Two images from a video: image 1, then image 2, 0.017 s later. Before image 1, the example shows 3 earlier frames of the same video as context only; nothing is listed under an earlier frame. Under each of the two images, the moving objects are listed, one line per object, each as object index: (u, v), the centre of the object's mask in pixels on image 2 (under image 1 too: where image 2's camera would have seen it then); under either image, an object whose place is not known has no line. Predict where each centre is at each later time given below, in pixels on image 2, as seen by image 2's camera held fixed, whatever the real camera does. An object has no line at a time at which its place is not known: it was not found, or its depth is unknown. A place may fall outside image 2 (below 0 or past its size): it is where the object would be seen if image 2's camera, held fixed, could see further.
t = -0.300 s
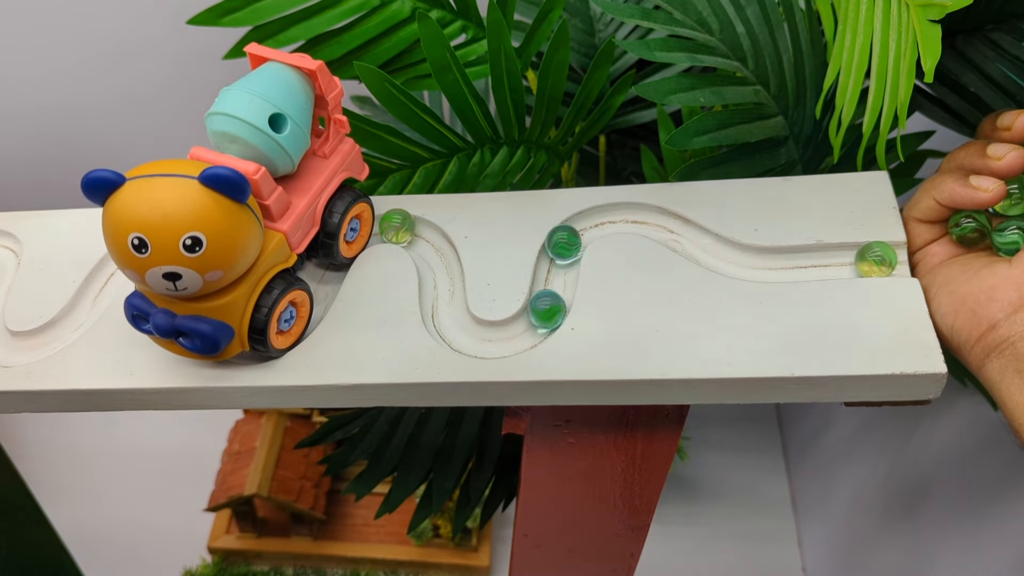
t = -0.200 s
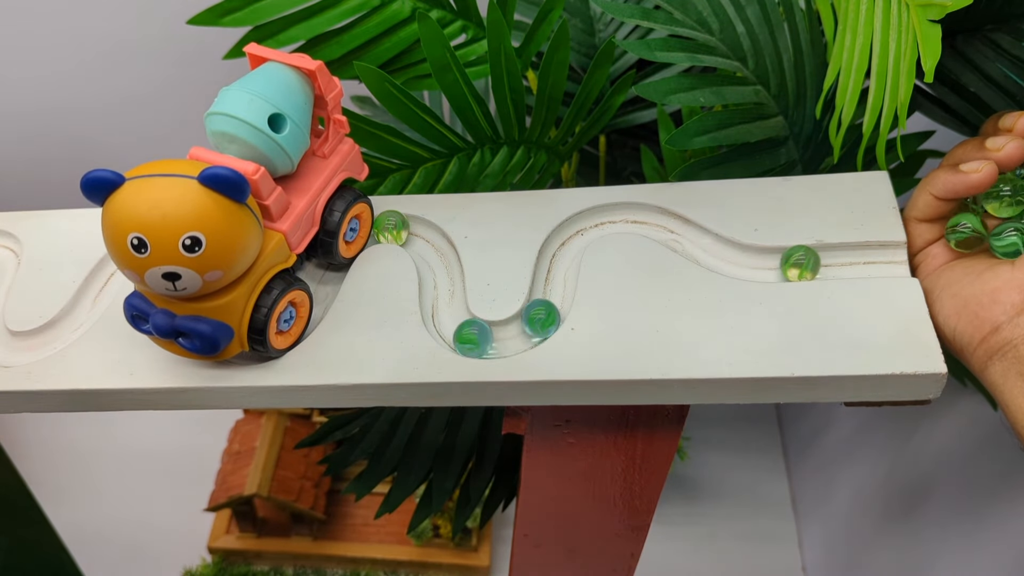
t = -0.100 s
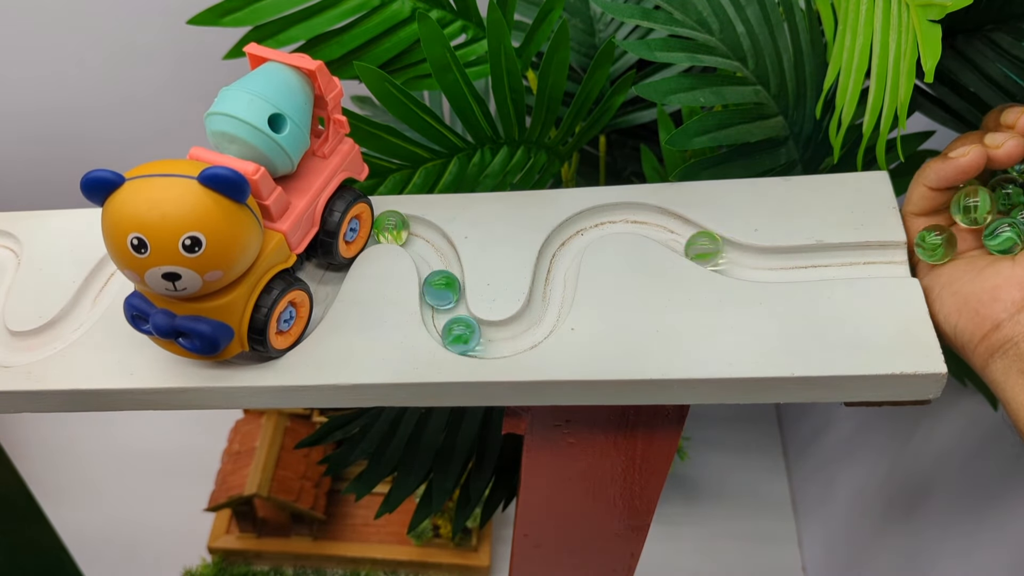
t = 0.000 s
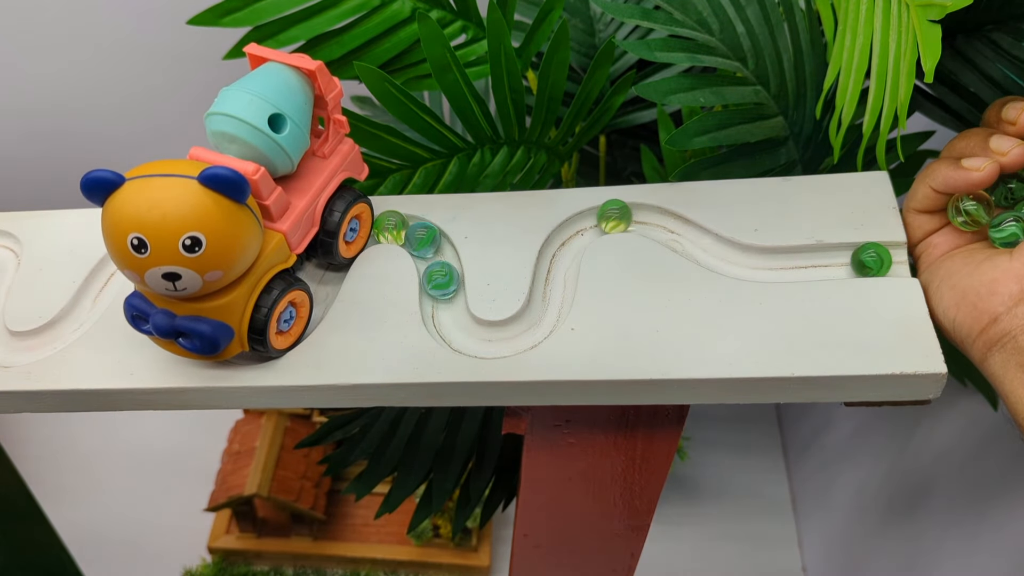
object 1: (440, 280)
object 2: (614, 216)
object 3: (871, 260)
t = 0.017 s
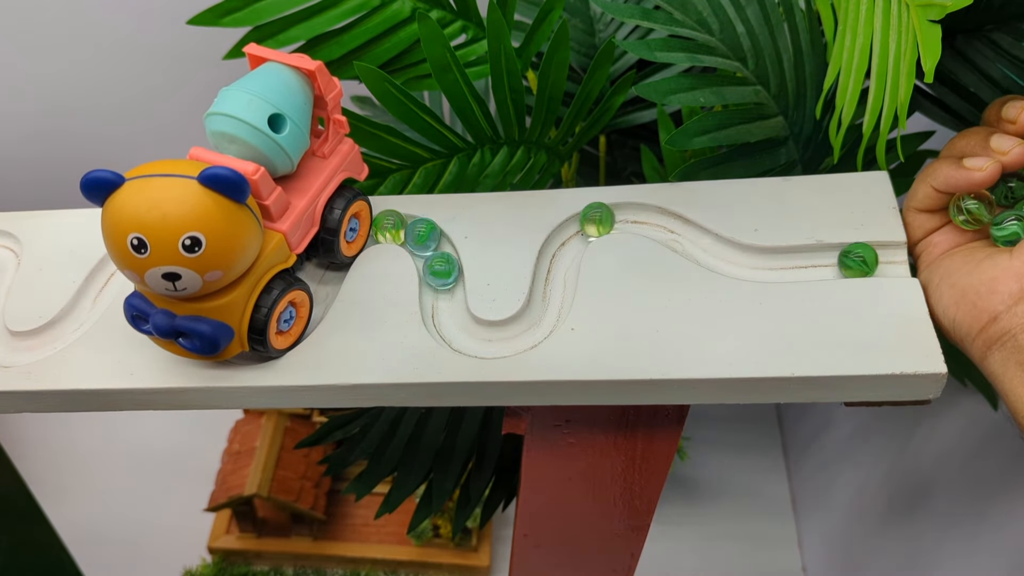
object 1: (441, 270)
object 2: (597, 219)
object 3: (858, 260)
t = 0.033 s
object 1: (439, 262)
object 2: (582, 226)
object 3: (844, 261)
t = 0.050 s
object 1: (438, 259)
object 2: (570, 236)
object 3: (830, 262)
